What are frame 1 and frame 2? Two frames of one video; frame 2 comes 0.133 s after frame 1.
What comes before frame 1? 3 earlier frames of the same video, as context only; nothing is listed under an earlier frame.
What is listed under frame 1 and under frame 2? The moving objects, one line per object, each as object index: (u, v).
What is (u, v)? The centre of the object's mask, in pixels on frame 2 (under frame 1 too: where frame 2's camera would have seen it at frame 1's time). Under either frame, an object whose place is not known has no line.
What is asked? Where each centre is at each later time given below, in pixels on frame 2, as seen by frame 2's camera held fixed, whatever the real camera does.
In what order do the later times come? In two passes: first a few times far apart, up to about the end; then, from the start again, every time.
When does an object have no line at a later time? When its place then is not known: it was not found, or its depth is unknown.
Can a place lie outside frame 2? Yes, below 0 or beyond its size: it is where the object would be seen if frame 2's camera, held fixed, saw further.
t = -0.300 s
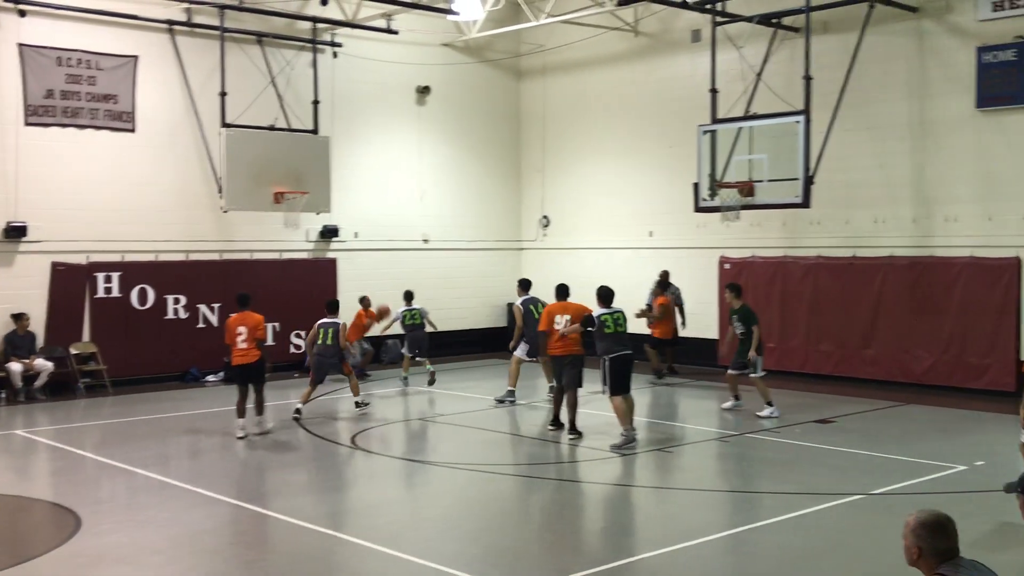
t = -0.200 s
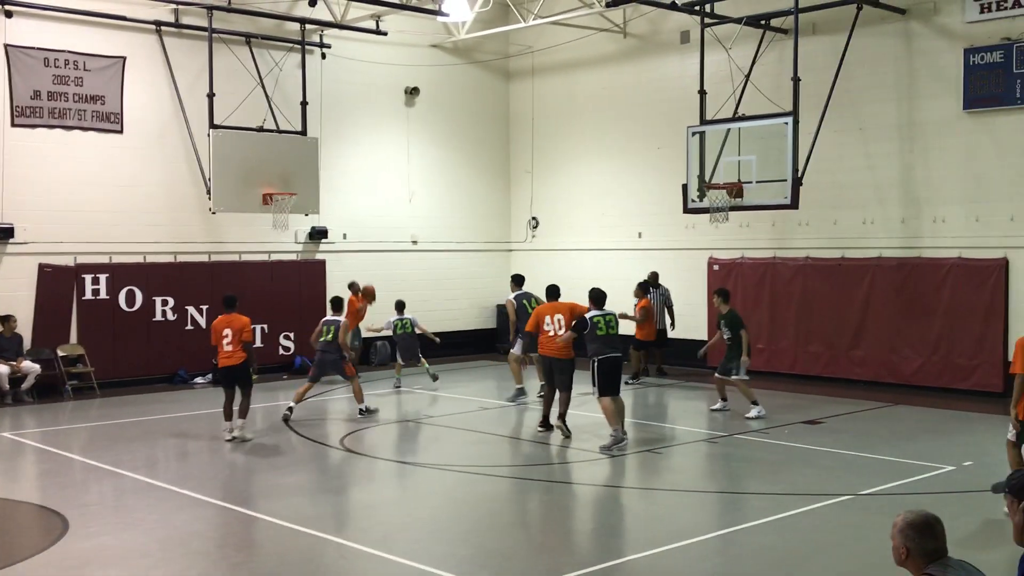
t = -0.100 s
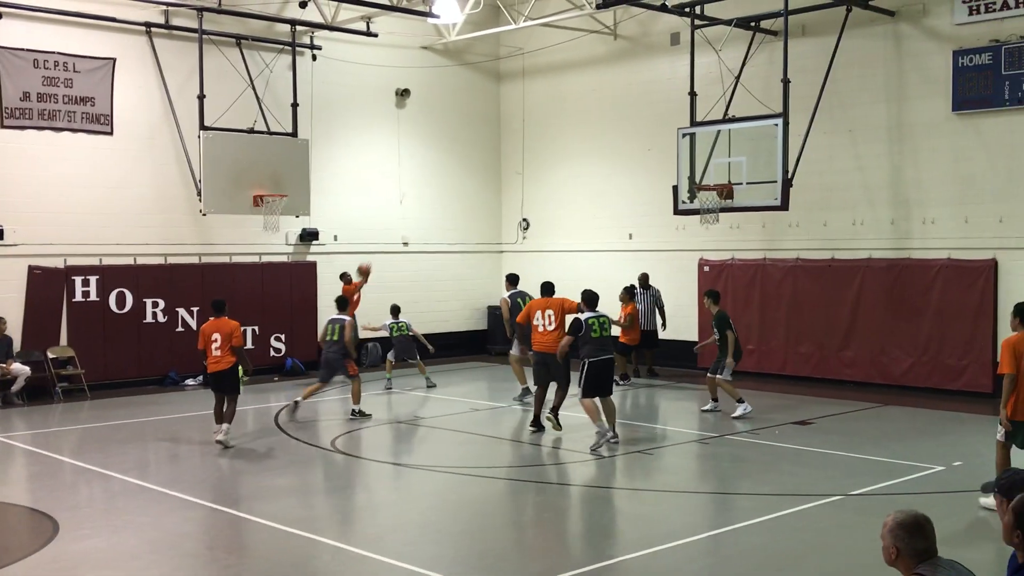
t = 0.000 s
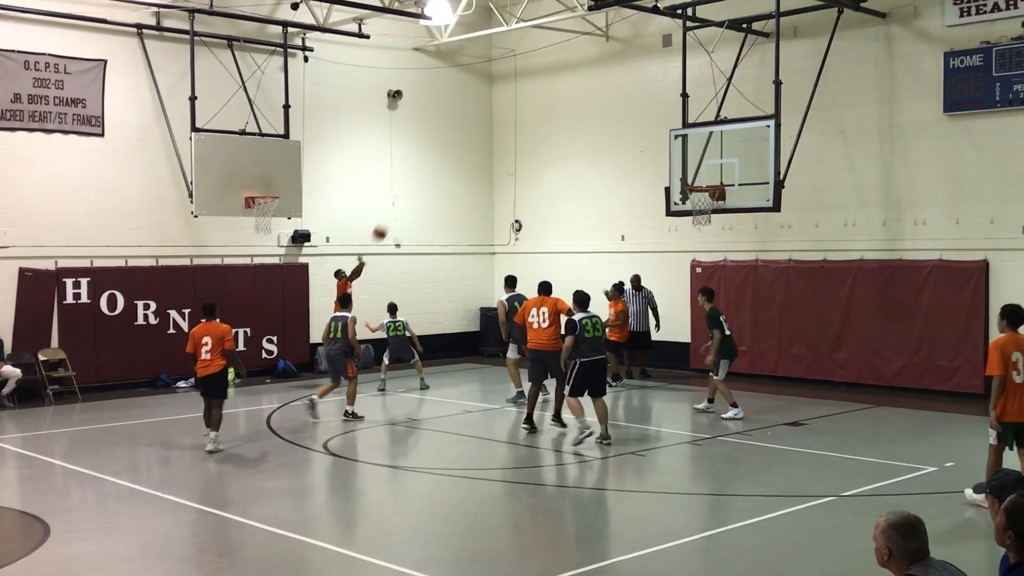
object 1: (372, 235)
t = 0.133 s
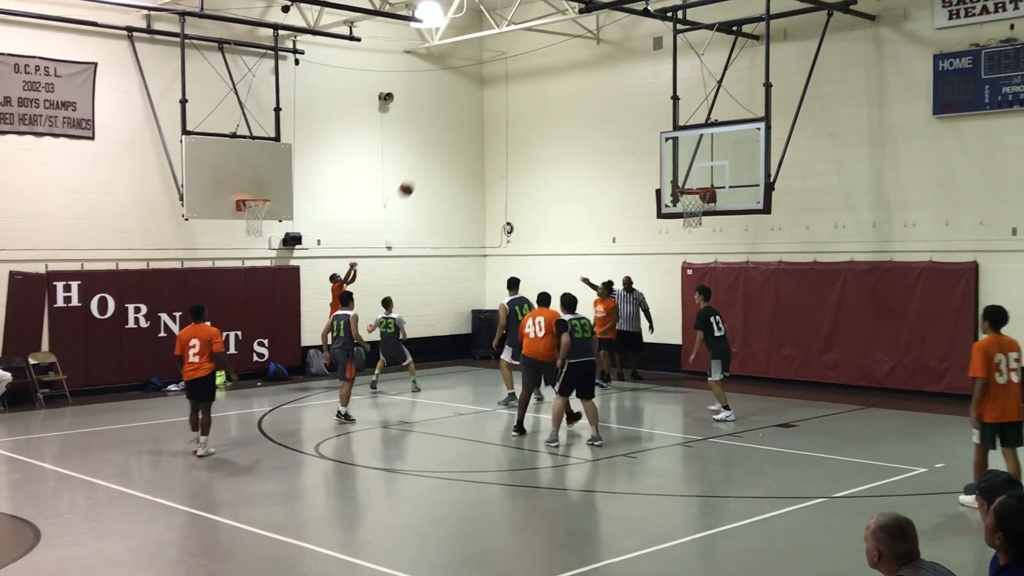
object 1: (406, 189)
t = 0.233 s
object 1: (432, 161)
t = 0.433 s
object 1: (487, 120)
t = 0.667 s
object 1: (553, 104)
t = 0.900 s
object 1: (622, 123)
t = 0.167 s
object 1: (415, 179)
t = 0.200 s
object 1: (424, 170)
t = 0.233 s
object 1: (432, 161)
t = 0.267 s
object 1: (442, 152)
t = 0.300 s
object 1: (450, 144)
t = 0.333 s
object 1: (460, 138)
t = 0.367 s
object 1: (468, 131)
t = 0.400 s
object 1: (477, 125)
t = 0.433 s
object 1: (487, 120)
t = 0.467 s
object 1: (496, 117)
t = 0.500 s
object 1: (505, 113)
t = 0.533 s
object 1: (515, 110)
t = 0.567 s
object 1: (525, 107)
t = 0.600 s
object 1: (534, 106)
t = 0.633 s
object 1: (544, 105)
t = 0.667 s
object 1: (553, 104)
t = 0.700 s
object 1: (563, 105)
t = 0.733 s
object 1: (573, 106)
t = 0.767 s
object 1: (583, 108)
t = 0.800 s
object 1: (593, 111)
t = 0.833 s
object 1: (602, 114)
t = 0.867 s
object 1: (612, 118)
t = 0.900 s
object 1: (622, 123)
